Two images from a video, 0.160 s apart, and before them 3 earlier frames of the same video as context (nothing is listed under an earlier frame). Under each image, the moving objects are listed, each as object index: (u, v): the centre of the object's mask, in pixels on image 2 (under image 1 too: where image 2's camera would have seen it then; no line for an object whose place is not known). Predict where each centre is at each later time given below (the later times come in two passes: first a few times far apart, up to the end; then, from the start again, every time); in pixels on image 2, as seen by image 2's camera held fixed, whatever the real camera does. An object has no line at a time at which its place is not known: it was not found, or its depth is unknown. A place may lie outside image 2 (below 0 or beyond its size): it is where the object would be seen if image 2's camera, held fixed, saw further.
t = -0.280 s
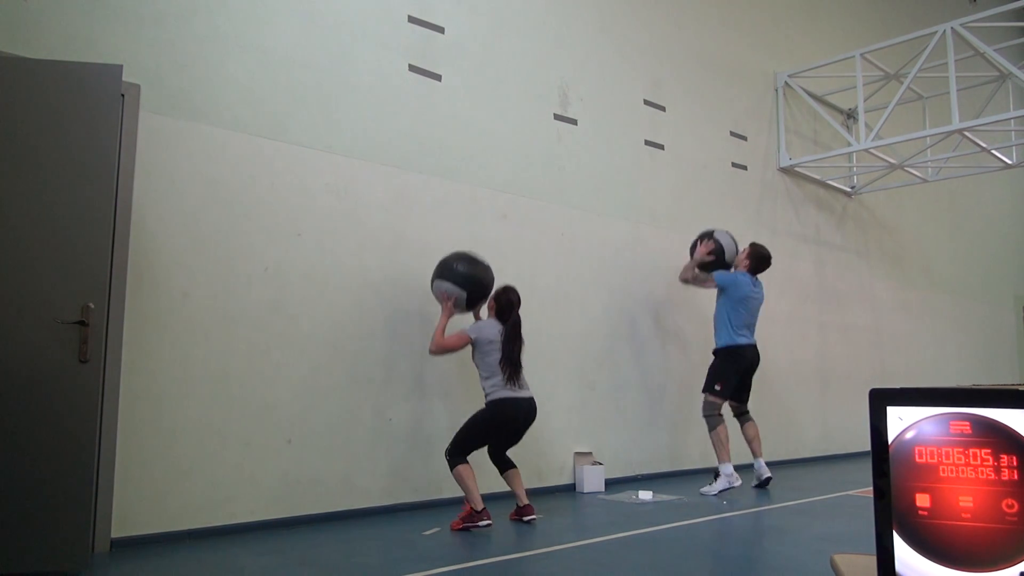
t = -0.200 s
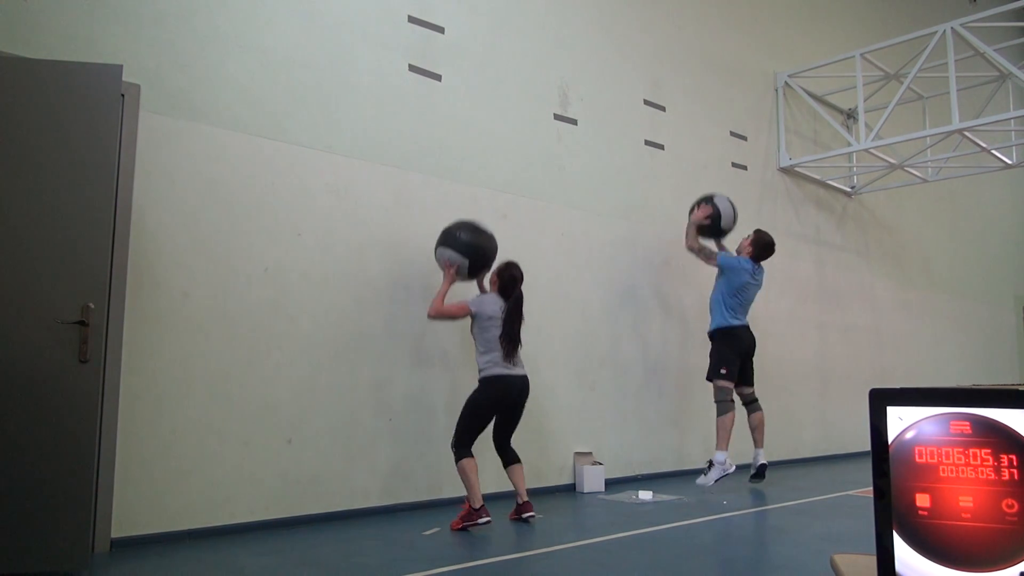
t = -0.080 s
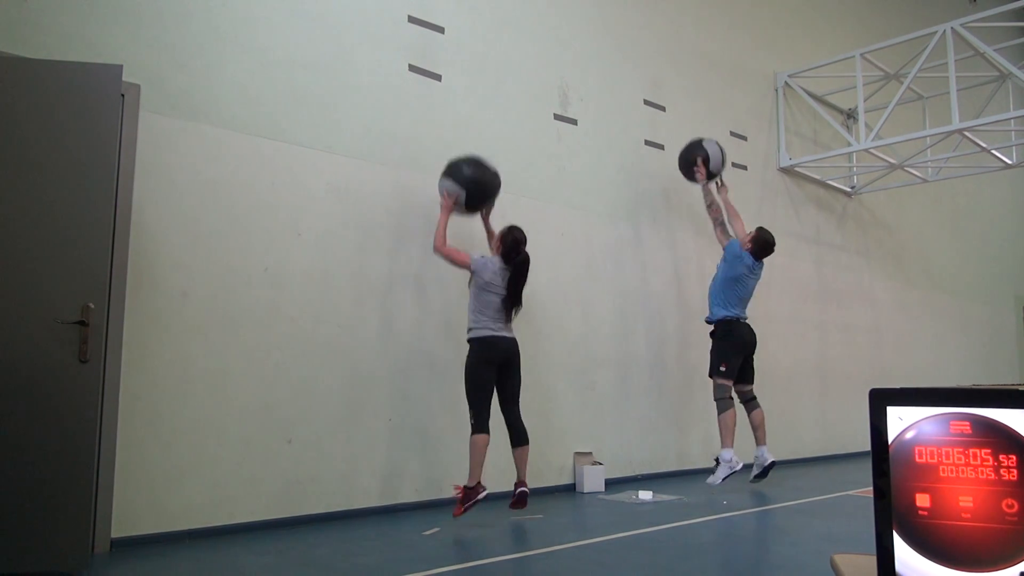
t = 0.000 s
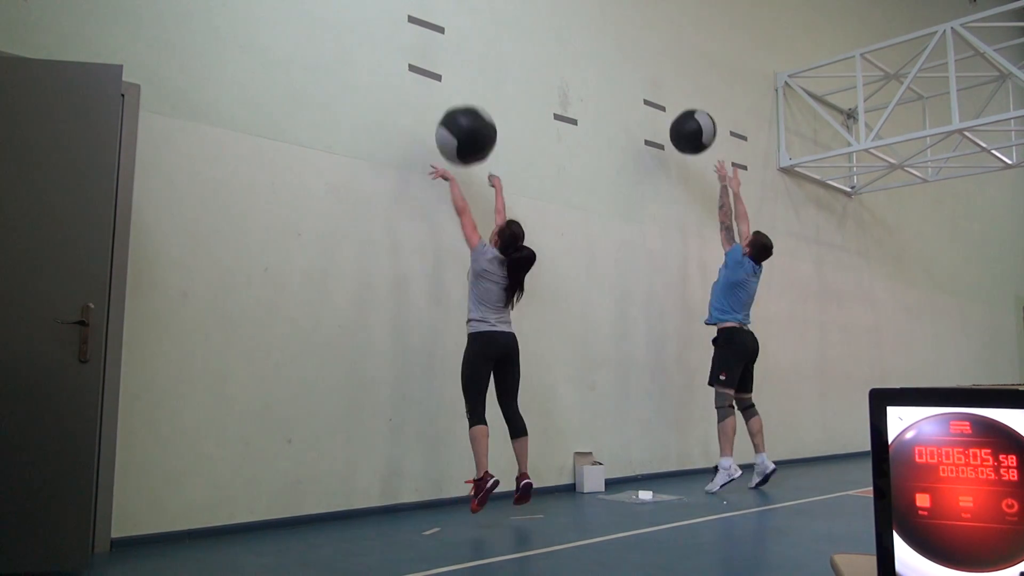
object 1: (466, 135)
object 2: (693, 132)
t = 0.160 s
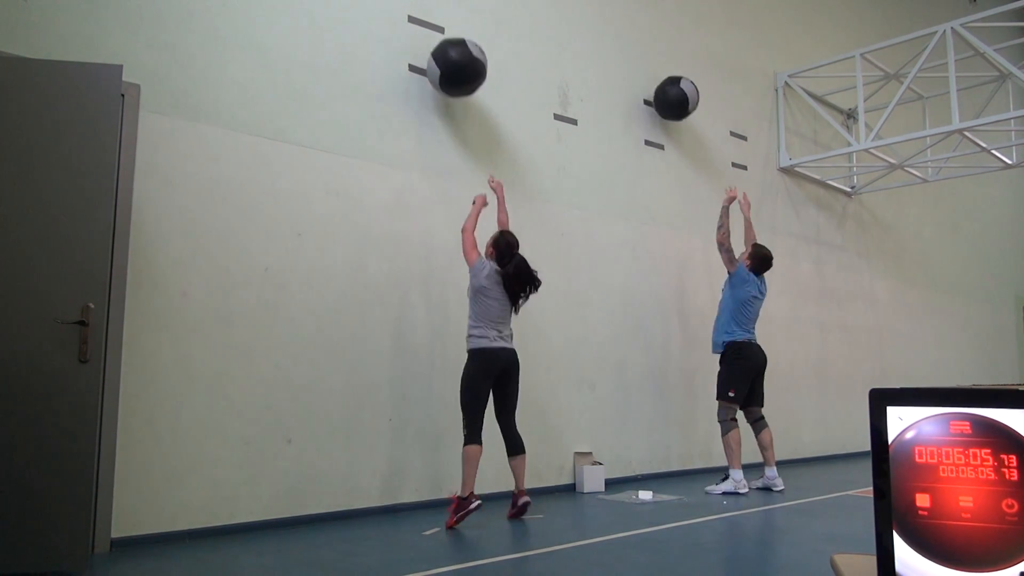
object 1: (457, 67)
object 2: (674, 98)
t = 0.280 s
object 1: (450, 44)
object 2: (670, 92)
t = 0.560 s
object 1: (457, 67)
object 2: (688, 132)
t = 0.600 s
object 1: (458, 80)
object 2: (690, 145)
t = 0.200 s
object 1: (455, 57)
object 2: (671, 95)
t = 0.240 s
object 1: (452, 49)
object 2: (668, 93)
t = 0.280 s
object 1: (450, 44)
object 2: (670, 92)
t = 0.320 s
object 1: (449, 41)
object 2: (672, 92)
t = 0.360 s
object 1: (450, 39)
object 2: (674, 94)
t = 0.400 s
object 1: (452, 40)
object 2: (676, 97)
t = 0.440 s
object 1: (453, 43)
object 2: (680, 103)
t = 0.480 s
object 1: (455, 48)
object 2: (683, 110)
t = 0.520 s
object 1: (456, 56)
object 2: (685, 120)
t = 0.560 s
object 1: (457, 67)
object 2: (688, 132)
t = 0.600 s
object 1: (458, 80)
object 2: (690, 145)
